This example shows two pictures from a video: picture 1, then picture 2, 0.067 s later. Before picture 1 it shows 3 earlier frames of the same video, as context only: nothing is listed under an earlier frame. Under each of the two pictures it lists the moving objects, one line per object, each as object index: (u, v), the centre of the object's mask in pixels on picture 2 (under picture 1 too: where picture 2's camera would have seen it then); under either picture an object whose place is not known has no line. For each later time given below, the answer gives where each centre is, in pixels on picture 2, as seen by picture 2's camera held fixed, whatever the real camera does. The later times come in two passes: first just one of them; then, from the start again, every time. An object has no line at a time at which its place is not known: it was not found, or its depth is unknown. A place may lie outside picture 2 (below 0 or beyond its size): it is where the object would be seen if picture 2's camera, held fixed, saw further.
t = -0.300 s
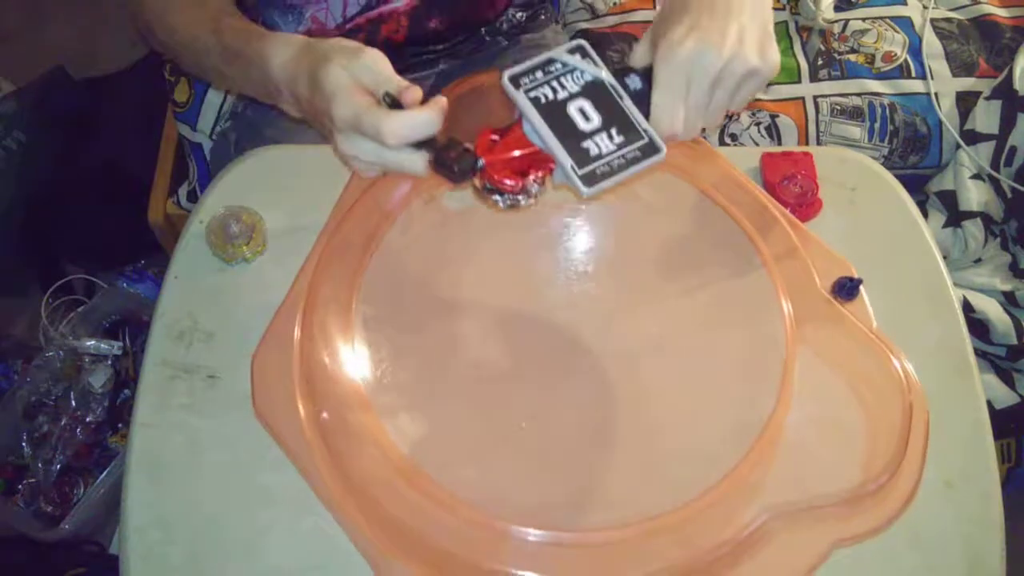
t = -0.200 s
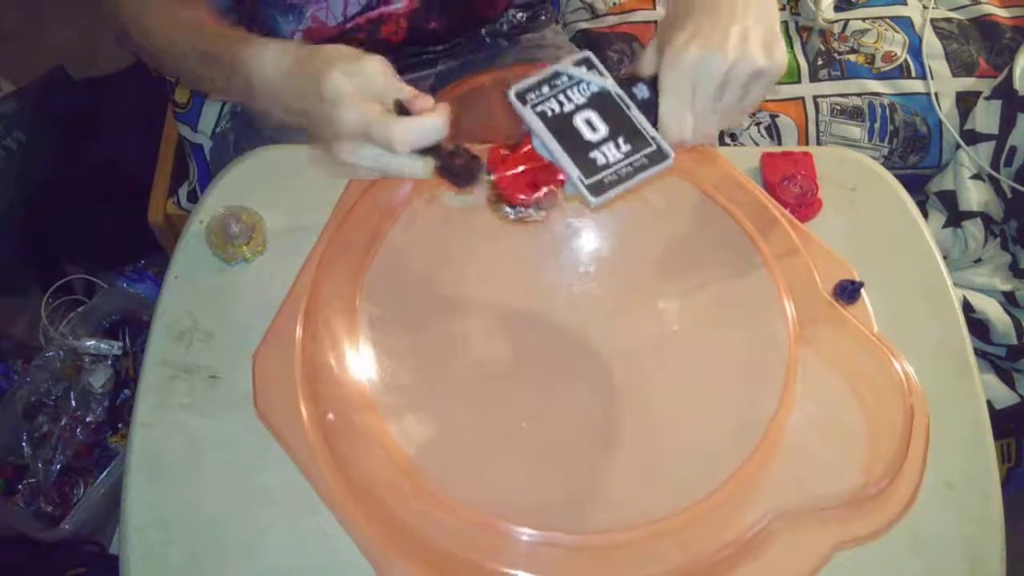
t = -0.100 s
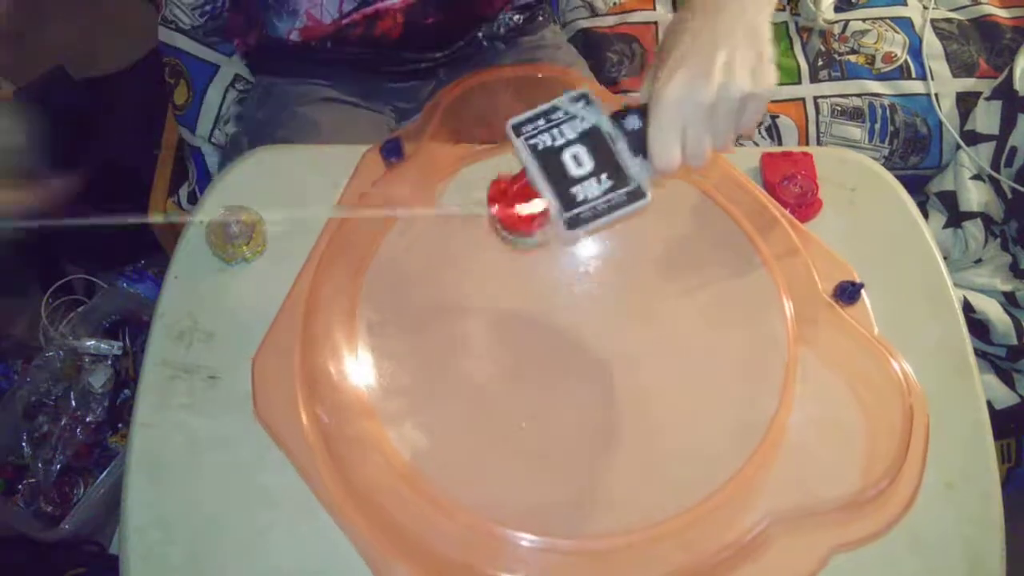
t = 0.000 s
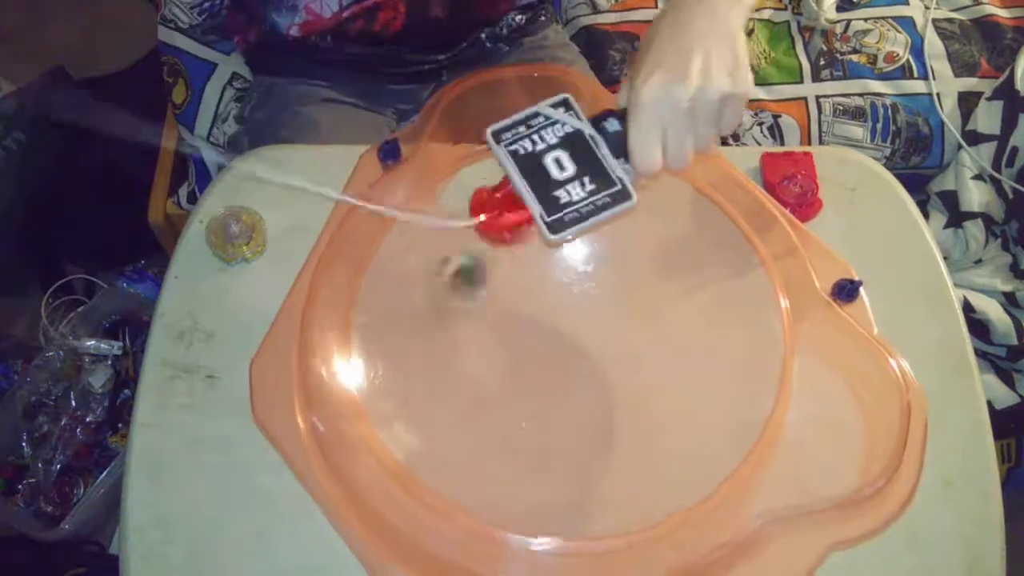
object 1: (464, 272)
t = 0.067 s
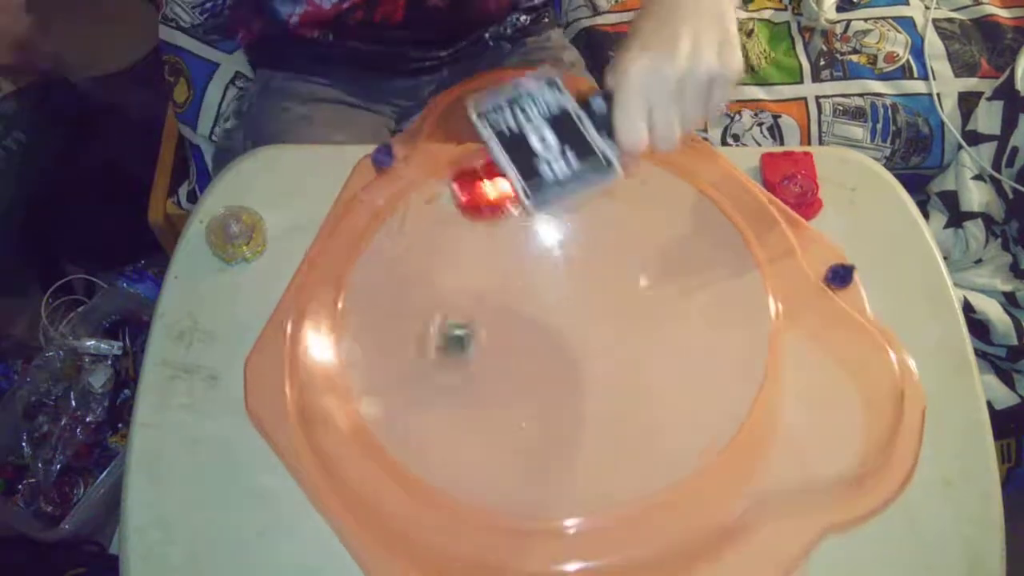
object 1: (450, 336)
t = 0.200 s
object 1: (490, 463)
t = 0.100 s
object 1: (451, 377)
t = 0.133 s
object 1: (459, 407)
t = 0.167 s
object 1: (472, 437)
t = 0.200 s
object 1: (490, 463)
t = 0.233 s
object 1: (506, 461)
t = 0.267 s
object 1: (532, 463)
